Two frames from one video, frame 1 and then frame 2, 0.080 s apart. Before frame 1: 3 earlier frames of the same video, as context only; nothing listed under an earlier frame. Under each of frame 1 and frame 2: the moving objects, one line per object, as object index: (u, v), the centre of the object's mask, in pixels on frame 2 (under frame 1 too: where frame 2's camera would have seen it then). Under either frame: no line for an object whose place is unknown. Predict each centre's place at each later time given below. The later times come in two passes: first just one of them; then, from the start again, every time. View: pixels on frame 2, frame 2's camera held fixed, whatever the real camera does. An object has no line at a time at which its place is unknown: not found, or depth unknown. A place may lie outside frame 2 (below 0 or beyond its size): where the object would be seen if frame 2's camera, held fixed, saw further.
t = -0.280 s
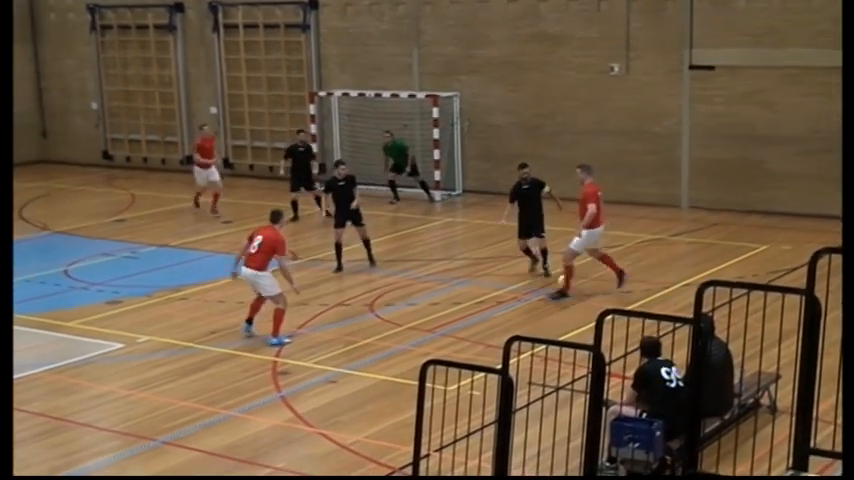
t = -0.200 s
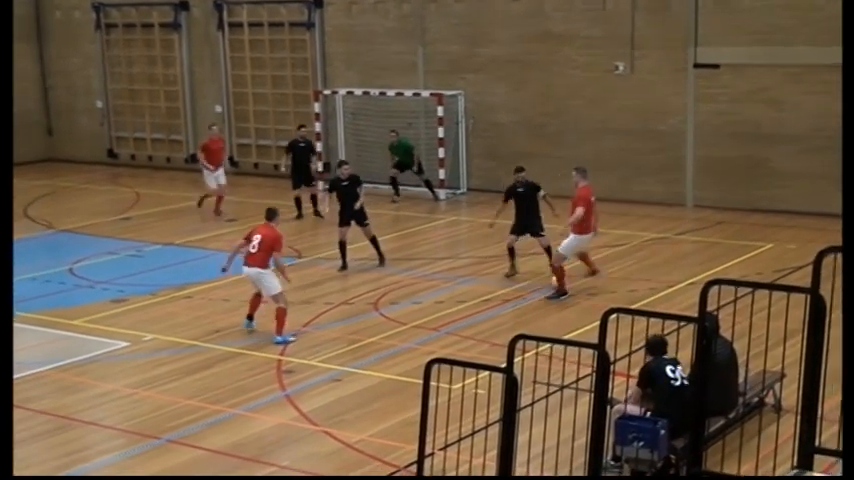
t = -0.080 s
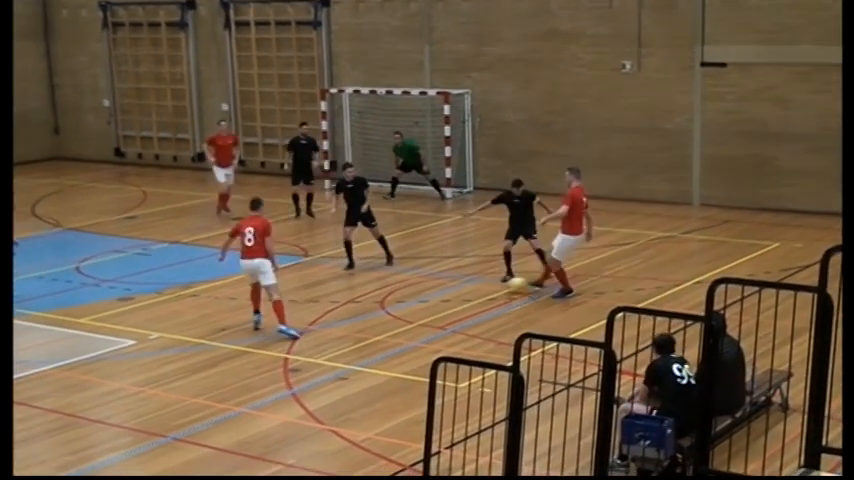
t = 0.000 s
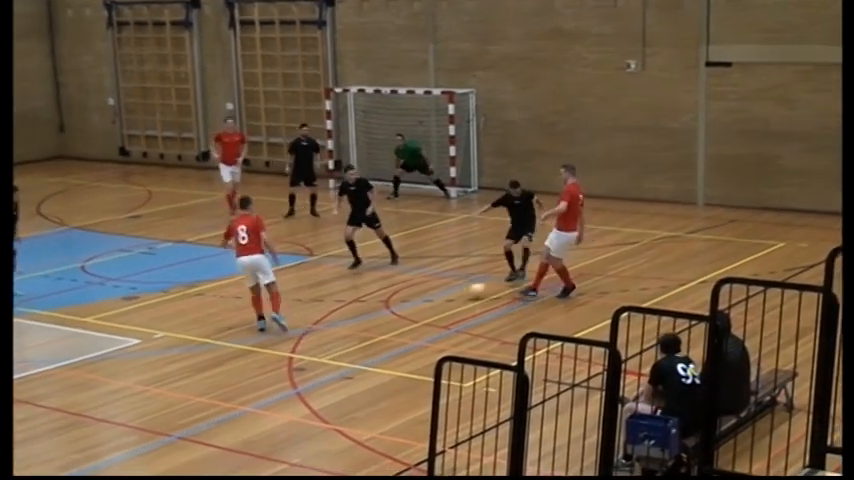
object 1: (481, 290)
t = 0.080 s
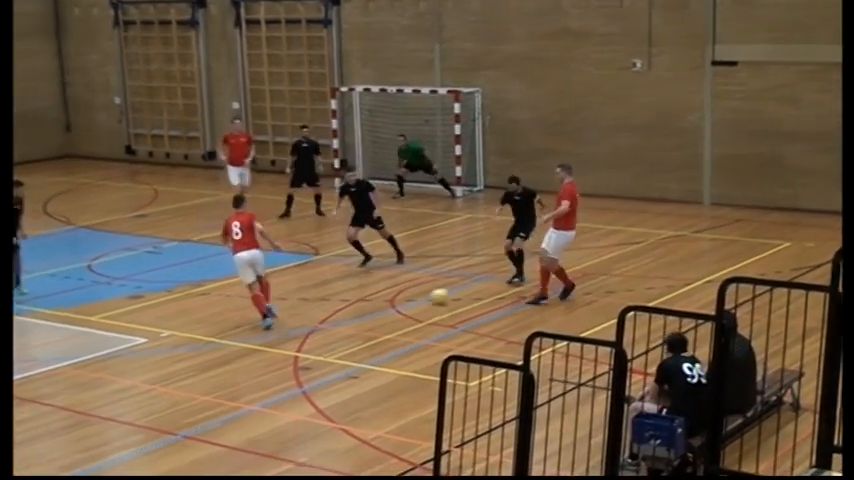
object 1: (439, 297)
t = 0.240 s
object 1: (359, 308)
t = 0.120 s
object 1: (418, 299)
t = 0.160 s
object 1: (399, 302)
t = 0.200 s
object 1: (379, 305)
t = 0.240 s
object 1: (359, 308)
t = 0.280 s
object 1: (341, 310)
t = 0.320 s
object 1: (322, 313)
